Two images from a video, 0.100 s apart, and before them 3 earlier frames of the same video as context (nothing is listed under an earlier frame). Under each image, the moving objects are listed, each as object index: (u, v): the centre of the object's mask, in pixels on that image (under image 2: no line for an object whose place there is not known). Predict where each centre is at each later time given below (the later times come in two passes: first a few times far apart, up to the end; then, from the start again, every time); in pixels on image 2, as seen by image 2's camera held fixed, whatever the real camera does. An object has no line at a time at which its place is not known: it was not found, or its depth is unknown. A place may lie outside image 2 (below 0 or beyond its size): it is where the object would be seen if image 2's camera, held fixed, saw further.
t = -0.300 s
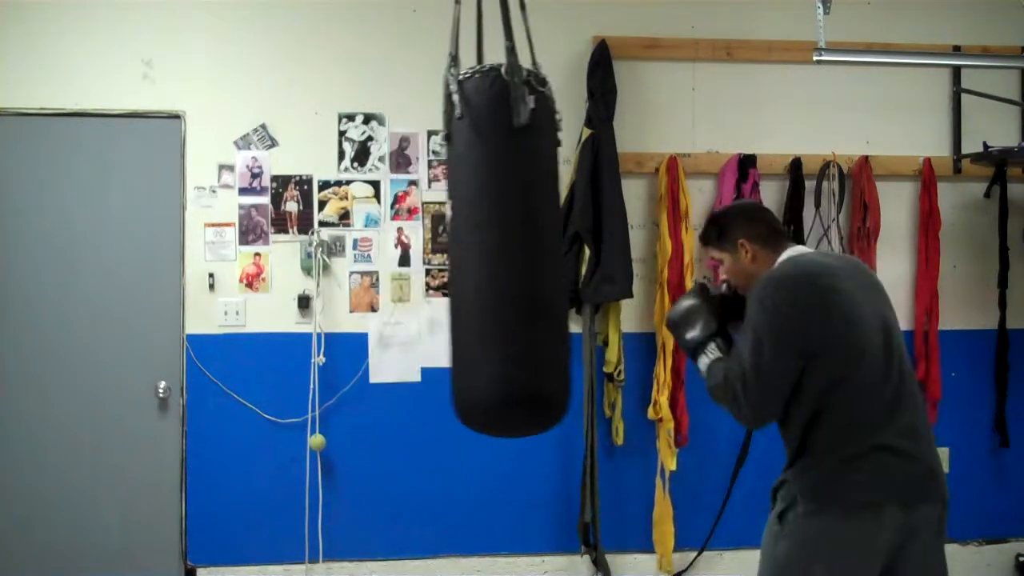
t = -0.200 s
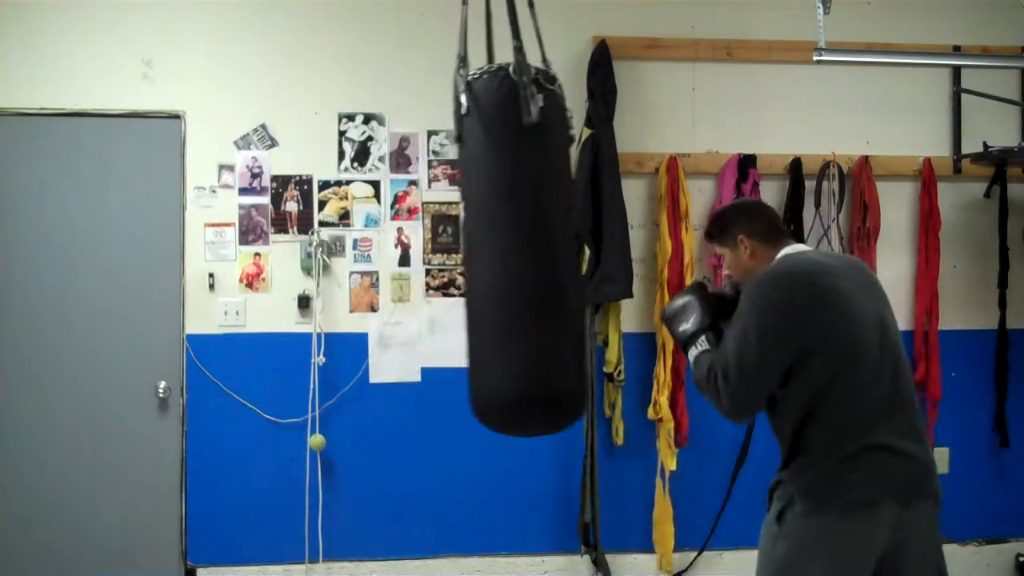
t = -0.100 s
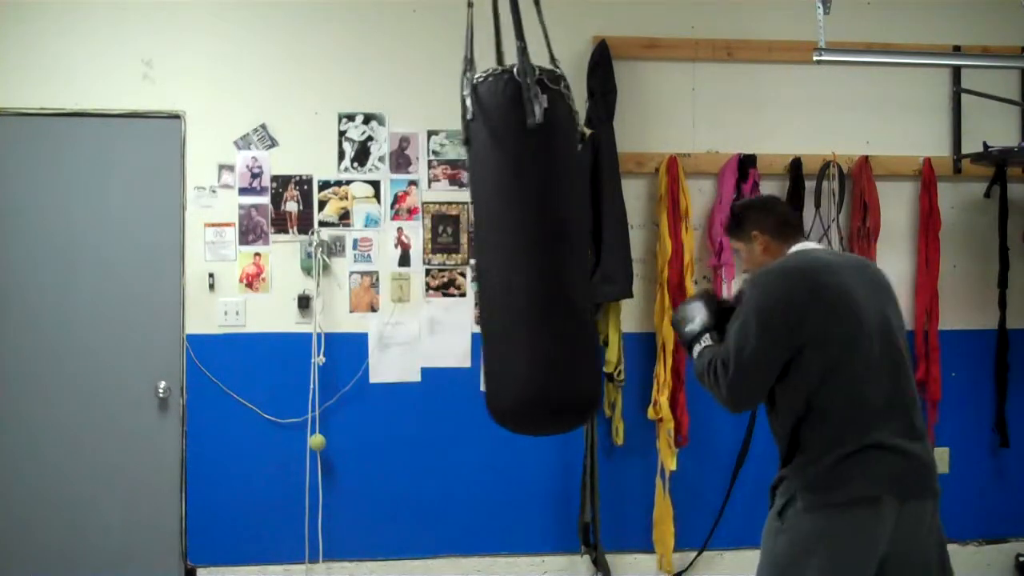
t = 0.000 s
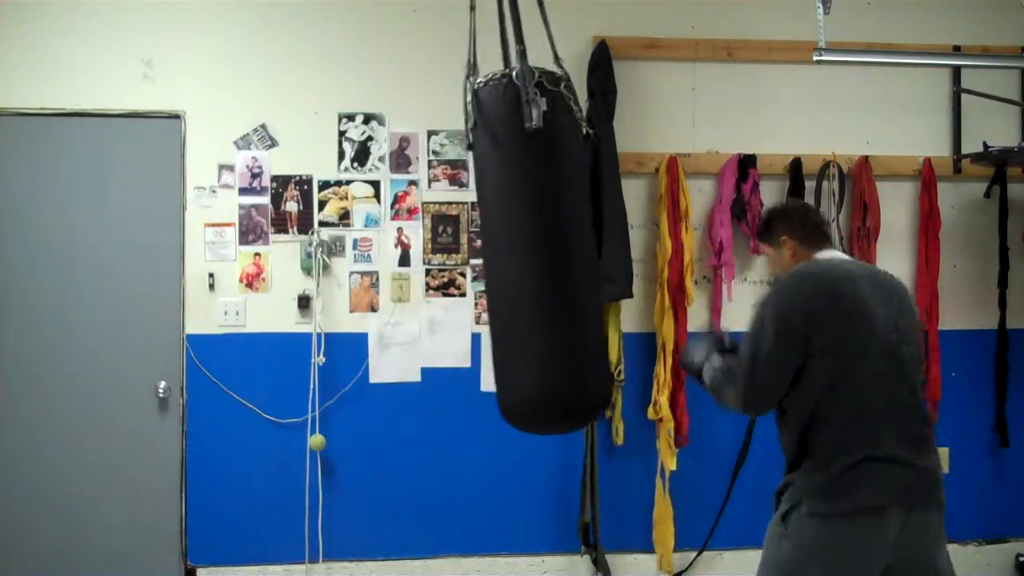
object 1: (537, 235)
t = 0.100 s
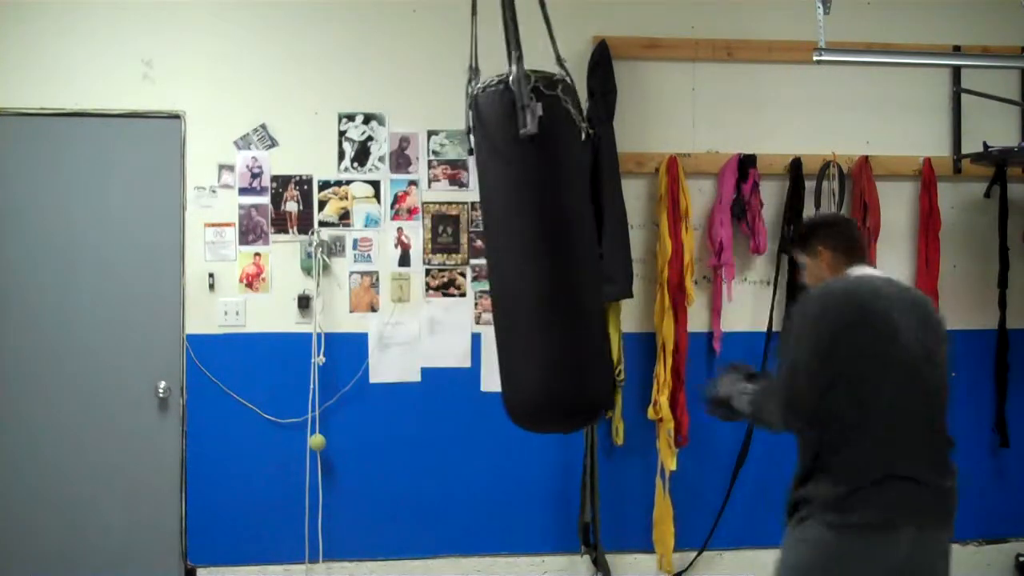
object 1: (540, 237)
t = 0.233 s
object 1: (538, 238)
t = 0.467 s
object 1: (519, 234)
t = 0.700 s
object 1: (490, 235)
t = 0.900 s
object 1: (462, 226)
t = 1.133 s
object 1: (437, 224)
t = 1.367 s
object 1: (425, 229)
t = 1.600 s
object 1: (430, 238)
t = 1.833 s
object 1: (456, 244)
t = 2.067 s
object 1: (493, 241)
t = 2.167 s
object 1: (510, 239)
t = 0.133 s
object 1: (540, 238)
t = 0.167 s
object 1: (540, 239)
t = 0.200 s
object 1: (540, 239)
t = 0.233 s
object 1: (538, 238)
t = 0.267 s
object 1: (536, 235)
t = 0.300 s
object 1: (535, 235)
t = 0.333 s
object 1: (531, 234)
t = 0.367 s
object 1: (529, 235)
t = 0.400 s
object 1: (526, 235)
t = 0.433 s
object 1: (523, 235)
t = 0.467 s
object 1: (519, 234)
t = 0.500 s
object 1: (514, 231)
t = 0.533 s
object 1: (511, 231)
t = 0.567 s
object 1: (507, 231)
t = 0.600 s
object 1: (503, 230)
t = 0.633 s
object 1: (499, 231)
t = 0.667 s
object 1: (495, 233)
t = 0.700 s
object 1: (490, 235)
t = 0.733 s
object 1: (485, 235)
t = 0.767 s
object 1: (480, 234)
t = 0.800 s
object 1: (475, 233)
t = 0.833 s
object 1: (471, 230)
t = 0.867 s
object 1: (467, 228)
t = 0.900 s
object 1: (462, 226)
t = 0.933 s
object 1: (458, 223)
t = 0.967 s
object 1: (454, 224)
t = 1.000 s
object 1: (450, 223)
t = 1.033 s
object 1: (447, 222)
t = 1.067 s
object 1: (444, 222)
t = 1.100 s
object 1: (441, 222)
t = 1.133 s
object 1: (437, 224)
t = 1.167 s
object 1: (435, 225)
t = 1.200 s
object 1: (431, 227)
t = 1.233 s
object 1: (431, 227)
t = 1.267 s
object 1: (428, 229)
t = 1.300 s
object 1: (427, 228)
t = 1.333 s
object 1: (425, 231)
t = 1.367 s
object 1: (425, 229)
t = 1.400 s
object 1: (424, 230)
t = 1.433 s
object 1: (425, 233)
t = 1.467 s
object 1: (424, 232)
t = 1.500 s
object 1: (425, 234)
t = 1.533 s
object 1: (426, 236)
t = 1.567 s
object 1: (428, 237)
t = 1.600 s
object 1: (430, 238)
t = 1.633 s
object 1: (433, 240)
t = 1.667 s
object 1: (436, 240)
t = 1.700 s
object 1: (438, 241)
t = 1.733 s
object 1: (442, 242)
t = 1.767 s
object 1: (446, 243)
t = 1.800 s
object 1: (450, 243)
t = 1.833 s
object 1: (456, 244)
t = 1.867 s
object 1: (460, 243)
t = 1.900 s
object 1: (465, 244)
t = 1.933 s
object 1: (471, 244)
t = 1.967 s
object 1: (476, 243)
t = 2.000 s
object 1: (482, 242)
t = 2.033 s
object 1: (488, 242)
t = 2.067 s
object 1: (493, 241)
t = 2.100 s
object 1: (499, 241)
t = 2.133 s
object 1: (504, 239)
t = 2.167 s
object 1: (510, 239)
